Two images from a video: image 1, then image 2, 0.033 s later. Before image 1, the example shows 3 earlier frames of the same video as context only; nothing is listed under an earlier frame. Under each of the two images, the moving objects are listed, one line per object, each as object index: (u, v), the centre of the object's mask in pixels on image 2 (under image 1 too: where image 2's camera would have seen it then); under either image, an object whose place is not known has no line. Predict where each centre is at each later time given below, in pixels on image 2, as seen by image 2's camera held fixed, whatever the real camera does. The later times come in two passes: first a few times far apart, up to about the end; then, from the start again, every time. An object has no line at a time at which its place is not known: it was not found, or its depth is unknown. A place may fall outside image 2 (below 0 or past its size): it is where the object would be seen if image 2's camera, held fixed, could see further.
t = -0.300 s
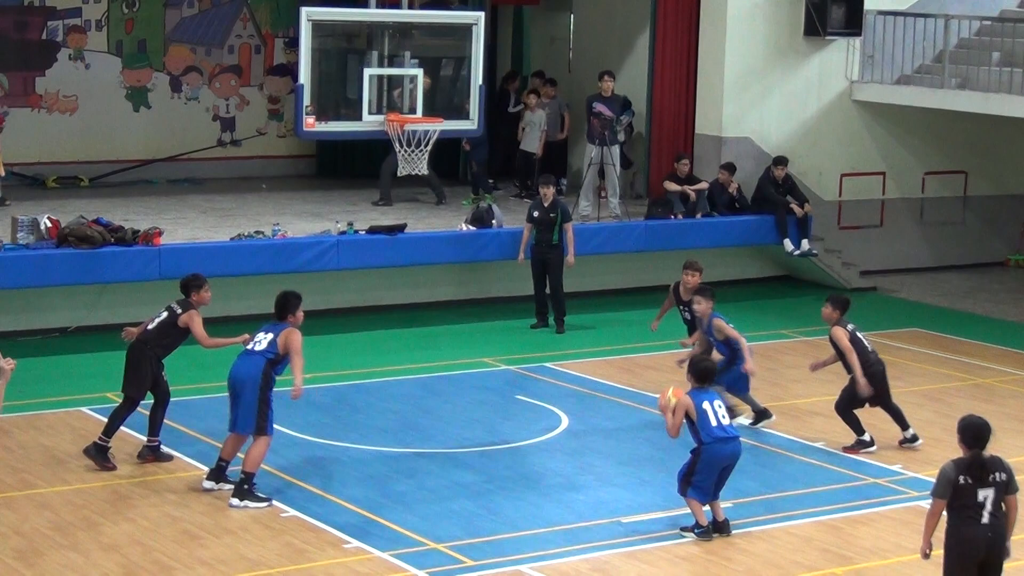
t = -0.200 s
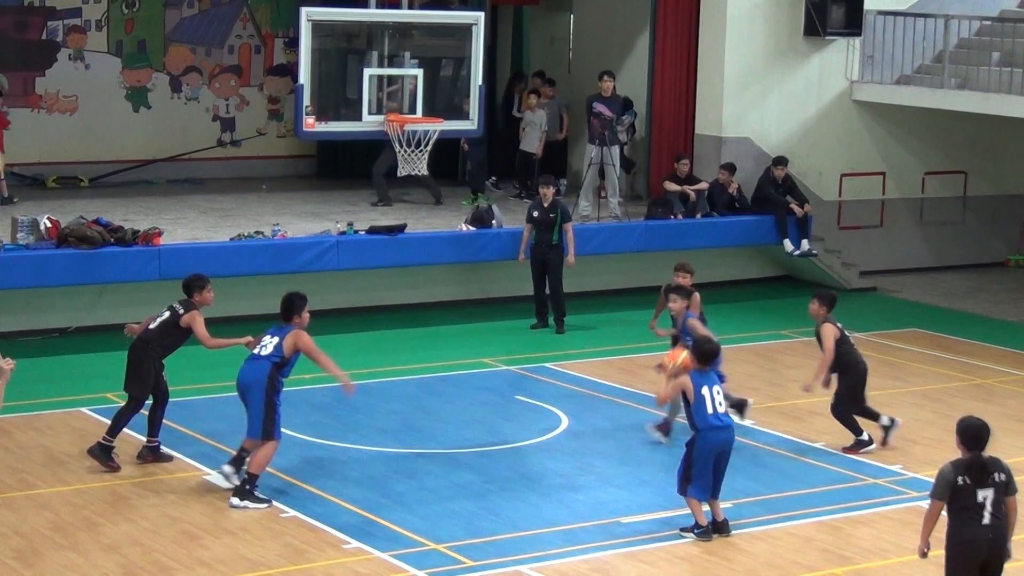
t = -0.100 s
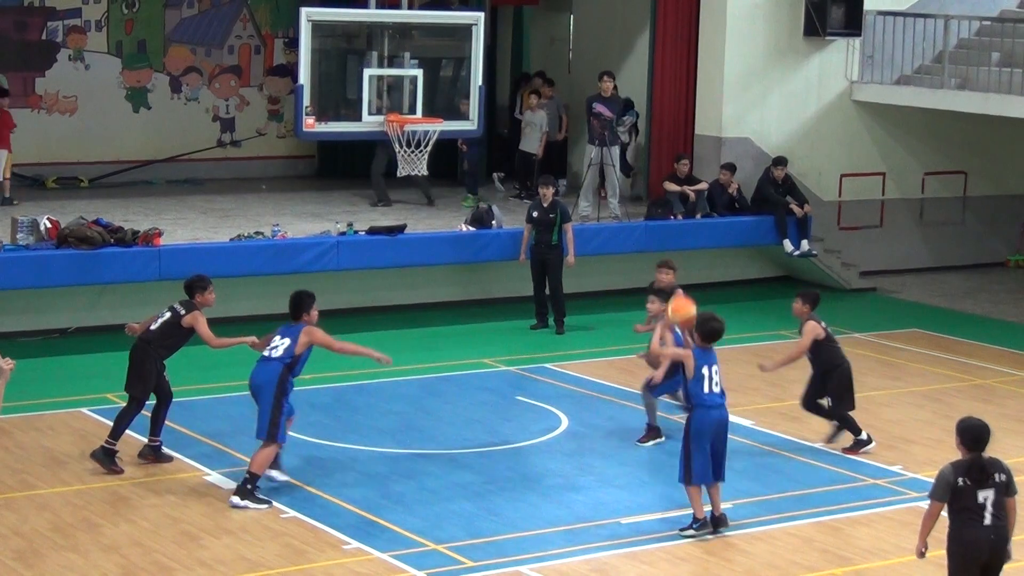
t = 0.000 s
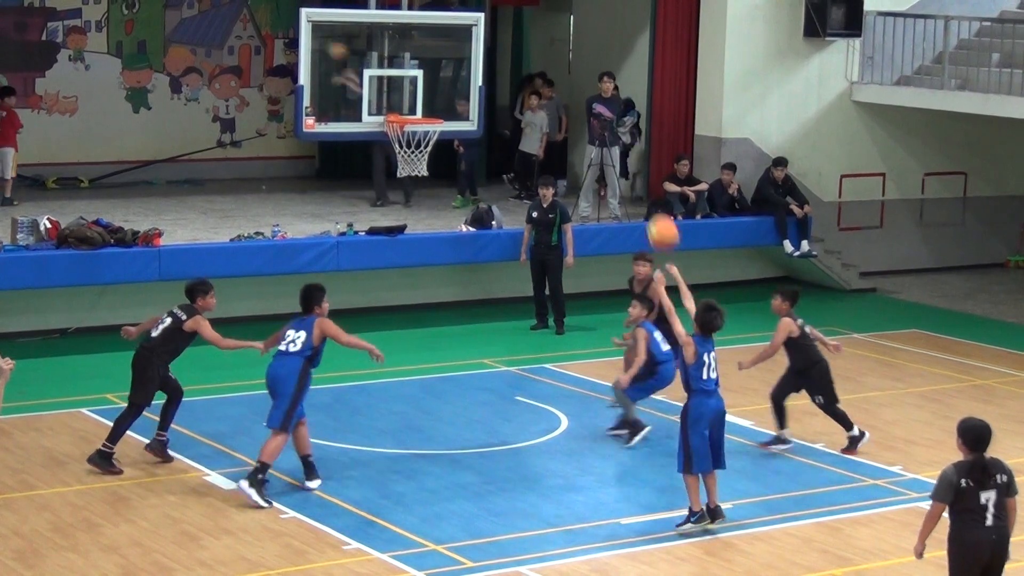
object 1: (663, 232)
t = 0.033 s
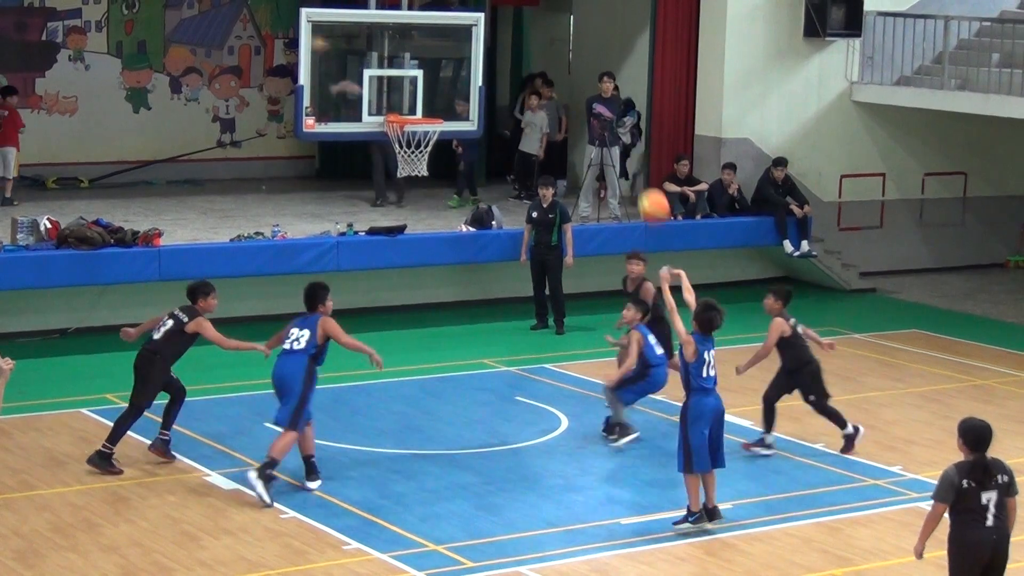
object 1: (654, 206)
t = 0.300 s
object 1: (583, 58)
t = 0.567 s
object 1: (515, 11)
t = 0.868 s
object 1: (445, 62)
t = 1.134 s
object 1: (401, 146)
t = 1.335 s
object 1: (401, 173)
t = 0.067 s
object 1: (645, 183)
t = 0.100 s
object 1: (636, 160)
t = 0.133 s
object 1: (627, 138)
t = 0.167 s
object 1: (618, 119)
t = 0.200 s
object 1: (609, 101)
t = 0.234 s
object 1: (600, 85)
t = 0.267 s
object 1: (592, 70)
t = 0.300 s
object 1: (583, 58)
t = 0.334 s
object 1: (574, 47)
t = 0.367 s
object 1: (565, 38)
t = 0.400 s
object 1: (556, 29)
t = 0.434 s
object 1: (548, 23)
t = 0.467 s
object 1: (539, 18)
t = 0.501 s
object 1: (531, 14)
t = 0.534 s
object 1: (523, 12)
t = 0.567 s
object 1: (515, 11)
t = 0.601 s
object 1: (506, 12)
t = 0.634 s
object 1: (498, 13)
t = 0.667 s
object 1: (491, 16)
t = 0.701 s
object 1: (483, 21)
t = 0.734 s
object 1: (475, 27)
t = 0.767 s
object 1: (466, 34)
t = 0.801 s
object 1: (459, 42)
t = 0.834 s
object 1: (452, 51)
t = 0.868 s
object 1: (445, 62)
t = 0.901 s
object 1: (437, 74)
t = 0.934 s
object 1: (431, 86)
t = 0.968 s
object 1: (423, 100)
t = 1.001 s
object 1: (416, 112)
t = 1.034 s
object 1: (410, 135)
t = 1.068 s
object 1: (404, 141)
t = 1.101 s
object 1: (402, 145)
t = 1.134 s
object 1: (401, 146)
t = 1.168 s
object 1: (402, 148)
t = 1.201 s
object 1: (404, 152)
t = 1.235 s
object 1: (404, 156)
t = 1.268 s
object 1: (404, 161)
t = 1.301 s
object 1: (400, 161)
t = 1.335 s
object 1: (401, 173)
